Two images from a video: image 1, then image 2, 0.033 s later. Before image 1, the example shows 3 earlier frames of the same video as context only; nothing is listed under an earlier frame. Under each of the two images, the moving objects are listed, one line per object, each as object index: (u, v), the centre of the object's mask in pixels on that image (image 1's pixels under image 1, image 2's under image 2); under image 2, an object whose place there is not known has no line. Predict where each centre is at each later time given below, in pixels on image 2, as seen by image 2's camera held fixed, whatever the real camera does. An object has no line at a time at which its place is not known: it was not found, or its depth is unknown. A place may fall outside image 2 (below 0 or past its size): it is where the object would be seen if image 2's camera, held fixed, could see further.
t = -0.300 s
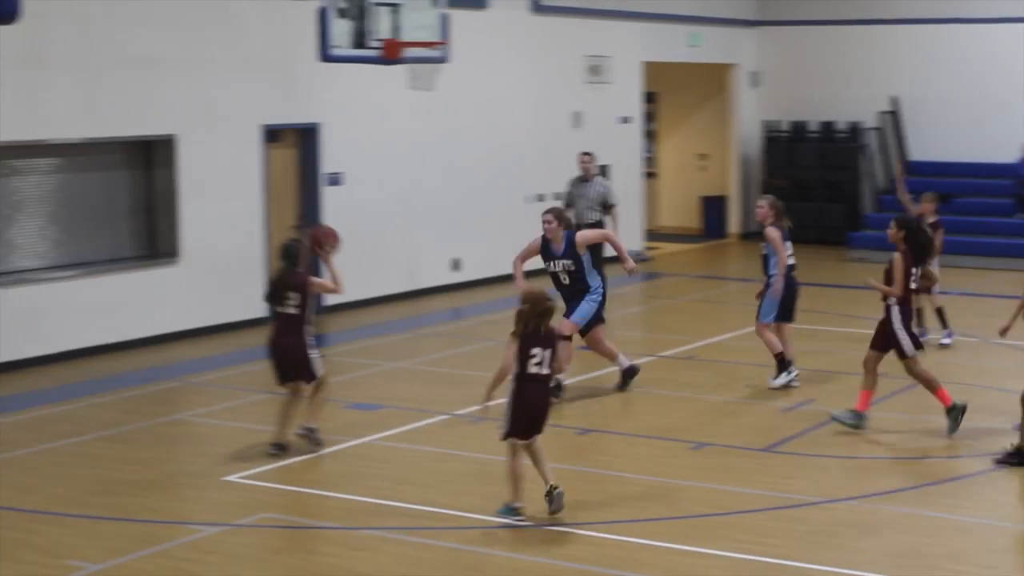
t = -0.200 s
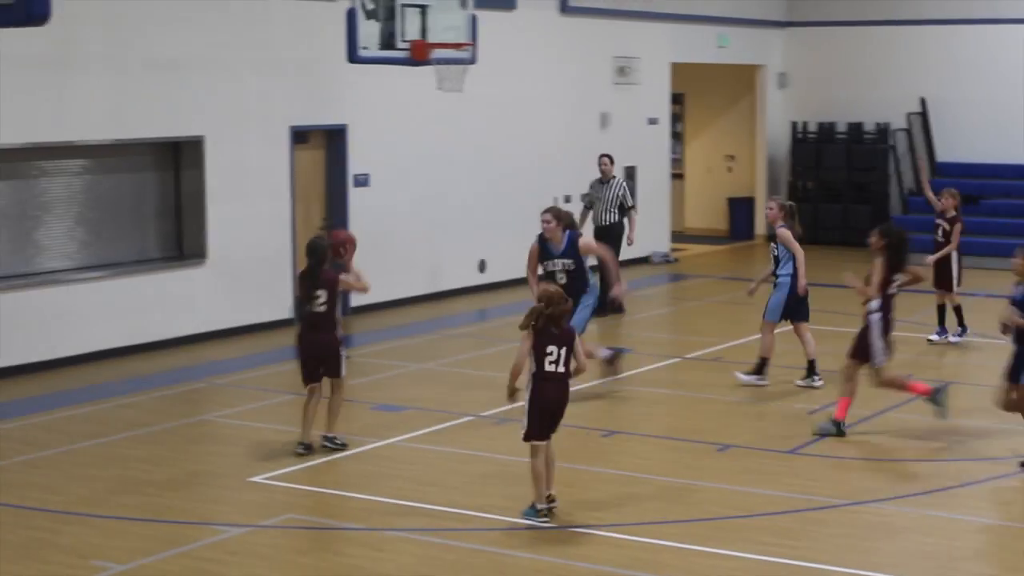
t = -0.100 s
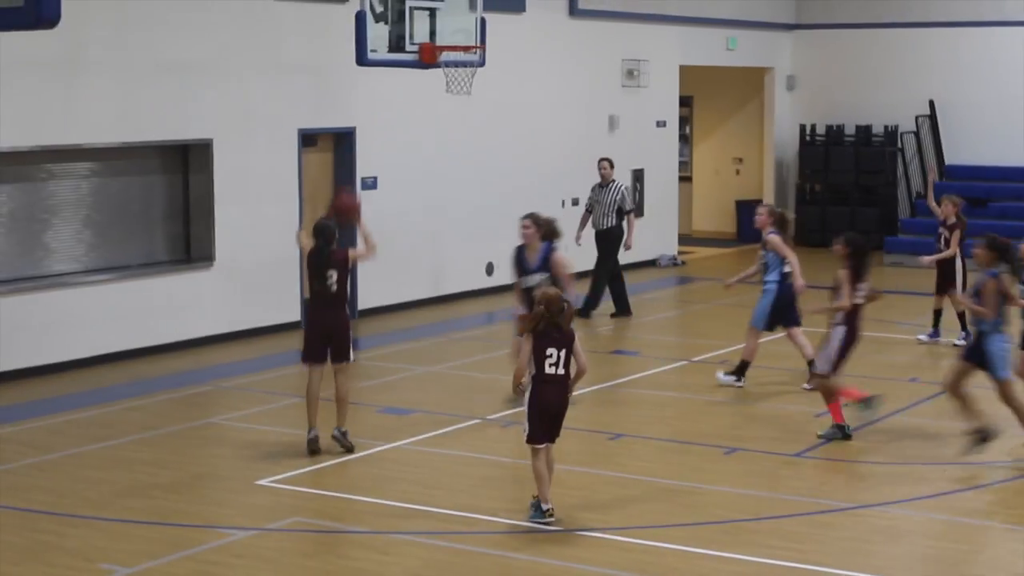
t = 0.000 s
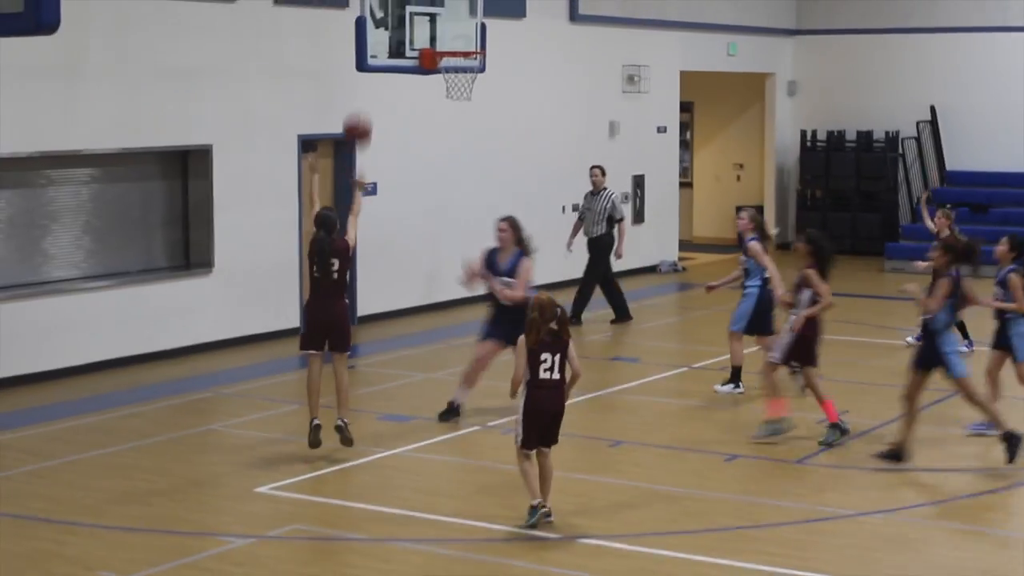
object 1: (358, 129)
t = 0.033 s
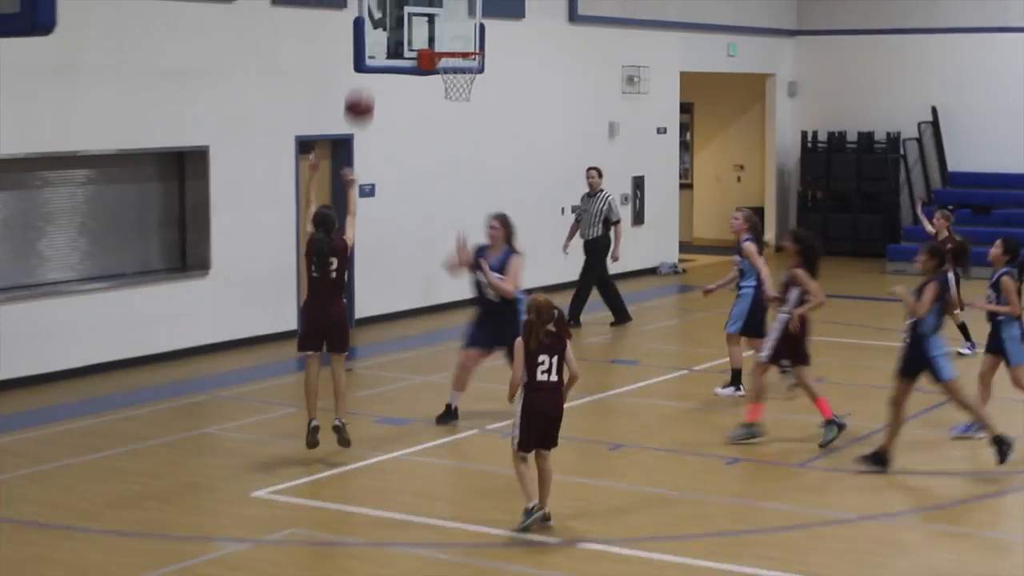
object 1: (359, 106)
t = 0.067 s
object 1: (363, 86)
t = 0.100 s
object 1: (367, 63)
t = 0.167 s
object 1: (375, 25)
